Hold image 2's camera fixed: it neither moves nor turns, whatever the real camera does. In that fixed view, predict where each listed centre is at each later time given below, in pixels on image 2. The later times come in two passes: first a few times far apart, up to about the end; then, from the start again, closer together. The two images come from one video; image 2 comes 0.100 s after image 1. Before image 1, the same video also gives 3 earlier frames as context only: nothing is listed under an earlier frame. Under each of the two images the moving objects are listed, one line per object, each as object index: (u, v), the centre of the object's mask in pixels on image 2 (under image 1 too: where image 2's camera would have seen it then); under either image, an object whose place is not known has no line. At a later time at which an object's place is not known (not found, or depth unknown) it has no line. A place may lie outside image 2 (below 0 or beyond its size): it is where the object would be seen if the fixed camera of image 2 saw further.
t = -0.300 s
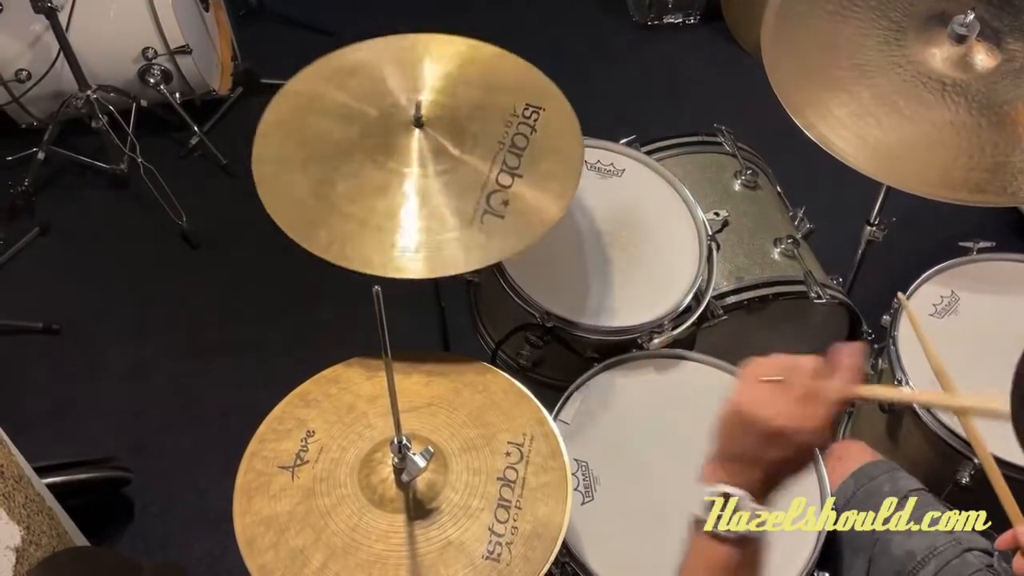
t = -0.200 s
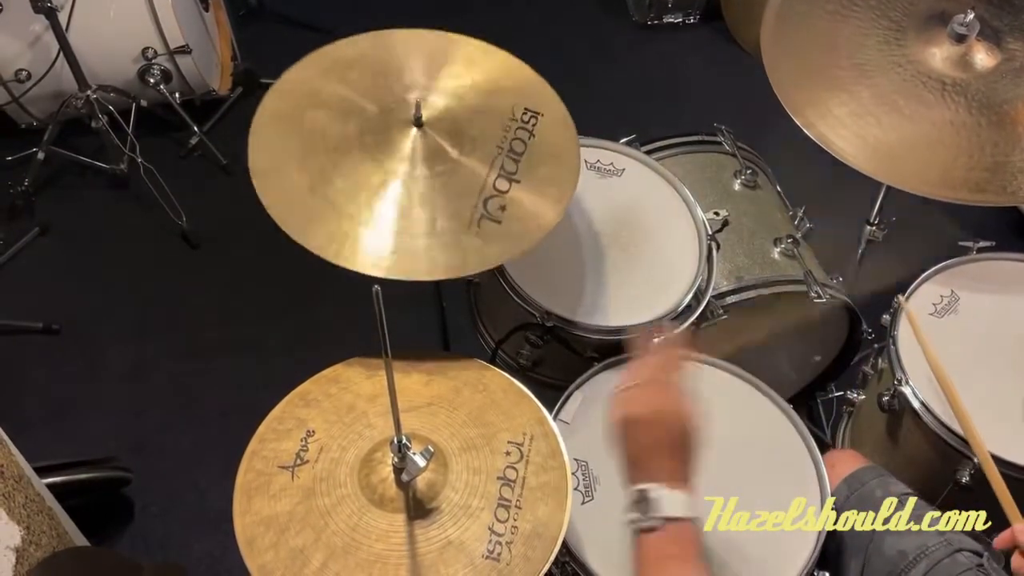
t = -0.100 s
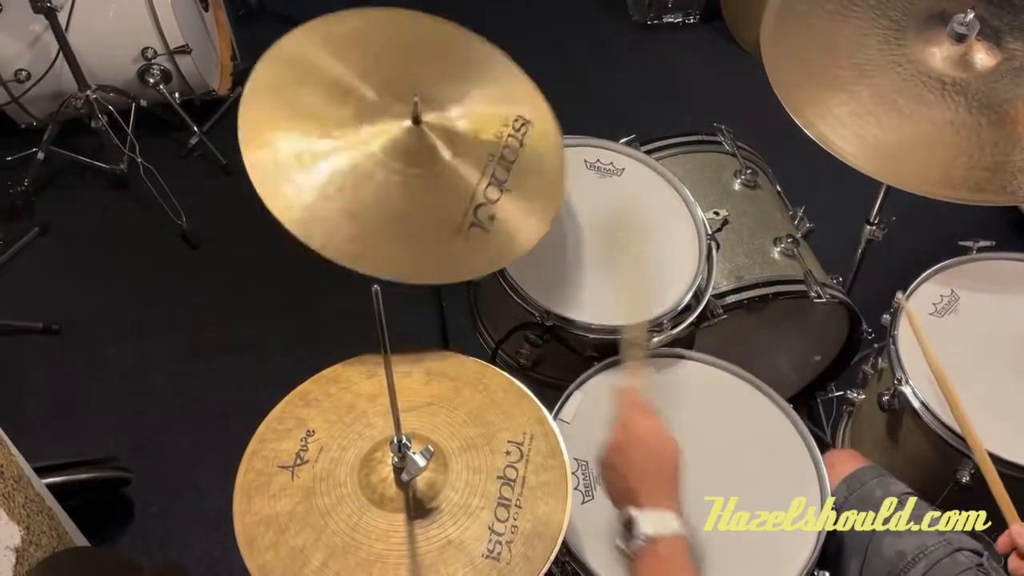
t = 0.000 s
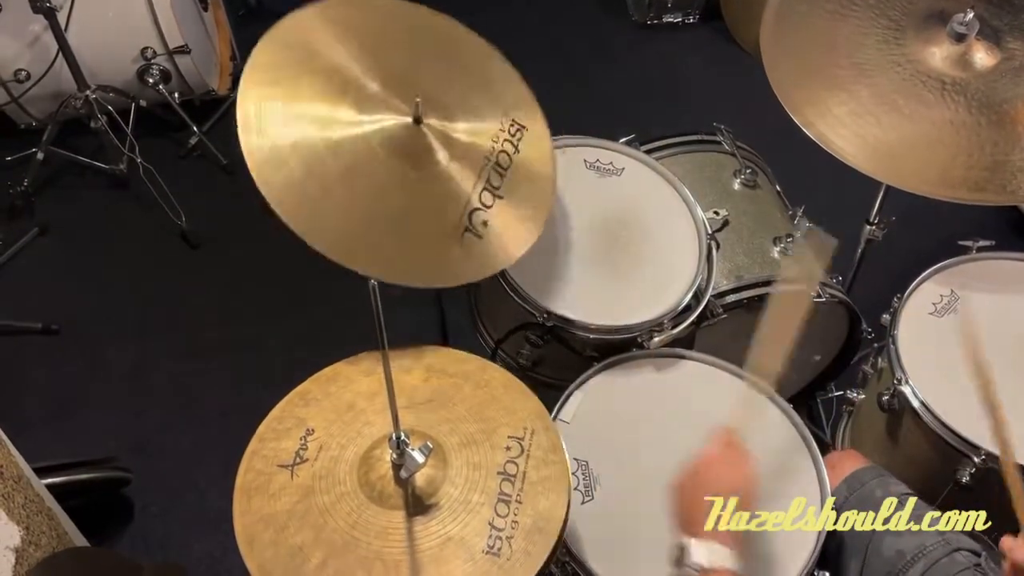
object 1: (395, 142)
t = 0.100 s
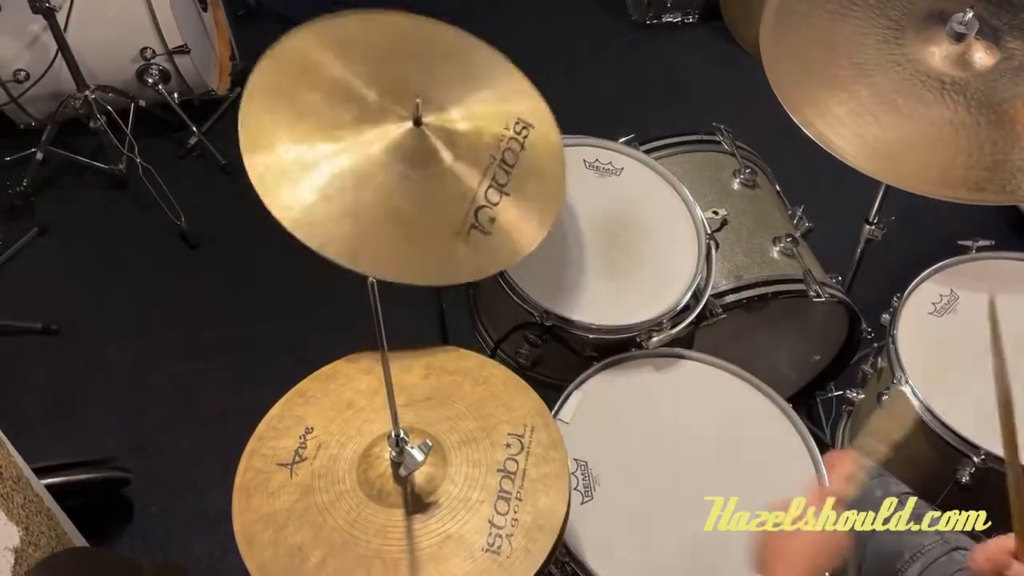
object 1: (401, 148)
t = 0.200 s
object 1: (415, 154)
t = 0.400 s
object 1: (426, 155)
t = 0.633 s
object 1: (403, 147)
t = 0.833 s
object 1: (413, 155)
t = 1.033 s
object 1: (421, 156)
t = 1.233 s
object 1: (408, 150)
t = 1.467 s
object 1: (416, 155)
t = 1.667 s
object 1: (414, 155)
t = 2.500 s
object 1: (412, 155)
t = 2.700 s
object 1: (412, 155)
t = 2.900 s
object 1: (412, 155)
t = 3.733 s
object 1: (412, 155)
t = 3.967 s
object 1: (412, 155)
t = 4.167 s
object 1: (412, 155)
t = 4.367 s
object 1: (412, 155)
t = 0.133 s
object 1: (406, 151)
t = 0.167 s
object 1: (410, 154)
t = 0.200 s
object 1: (415, 154)
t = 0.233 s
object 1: (420, 154)
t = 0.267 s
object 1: (424, 154)
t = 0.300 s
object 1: (427, 155)
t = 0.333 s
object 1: (428, 155)
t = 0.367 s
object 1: (428, 155)
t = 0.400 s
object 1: (426, 155)
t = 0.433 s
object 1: (423, 155)
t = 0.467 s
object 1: (419, 155)
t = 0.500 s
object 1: (415, 155)
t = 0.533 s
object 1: (411, 154)
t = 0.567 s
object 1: (407, 152)
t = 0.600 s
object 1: (404, 149)
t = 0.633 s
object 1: (403, 147)
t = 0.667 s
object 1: (402, 147)
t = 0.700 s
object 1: (403, 147)
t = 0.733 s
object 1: (404, 148)
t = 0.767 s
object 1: (406, 150)
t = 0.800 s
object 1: (410, 153)
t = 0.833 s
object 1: (413, 155)
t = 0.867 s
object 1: (417, 155)
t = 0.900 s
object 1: (420, 156)
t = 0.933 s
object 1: (422, 156)
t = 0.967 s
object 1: (422, 156)
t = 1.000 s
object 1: (422, 156)
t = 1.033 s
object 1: (421, 156)
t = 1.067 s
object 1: (419, 156)
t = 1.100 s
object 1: (417, 156)
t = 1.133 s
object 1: (414, 155)
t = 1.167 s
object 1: (412, 154)
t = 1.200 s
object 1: (410, 152)
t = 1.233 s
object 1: (408, 150)
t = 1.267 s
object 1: (407, 150)
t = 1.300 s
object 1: (407, 150)
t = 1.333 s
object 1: (408, 151)
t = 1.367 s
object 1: (409, 152)
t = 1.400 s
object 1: (411, 154)
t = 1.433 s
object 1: (414, 155)
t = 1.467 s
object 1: (416, 155)
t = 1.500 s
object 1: (417, 156)
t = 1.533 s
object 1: (418, 156)
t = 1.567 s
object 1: (418, 156)
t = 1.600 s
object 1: (417, 156)
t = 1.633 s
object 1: (416, 155)
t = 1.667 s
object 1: (414, 155)
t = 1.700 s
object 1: (412, 154)
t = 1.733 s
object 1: (410, 153)
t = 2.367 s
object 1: (413, 155)
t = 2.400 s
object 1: (413, 155)
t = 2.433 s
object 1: (413, 155)
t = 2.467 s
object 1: (413, 155)
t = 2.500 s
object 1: (412, 155)
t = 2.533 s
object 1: (412, 154)
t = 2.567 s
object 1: (411, 154)
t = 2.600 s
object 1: (411, 155)
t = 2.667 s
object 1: (411, 155)
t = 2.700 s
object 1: (412, 155)
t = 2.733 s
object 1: (412, 155)
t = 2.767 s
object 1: (412, 155)
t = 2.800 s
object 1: (412, 155)
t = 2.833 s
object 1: (412, 155)
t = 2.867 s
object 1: (412, 155)
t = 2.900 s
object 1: (412, 155)
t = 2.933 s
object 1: (412, 155)
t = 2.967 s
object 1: (412, 155)
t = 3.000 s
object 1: (412, 155)
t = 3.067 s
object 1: (412, 155)
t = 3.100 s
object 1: (412, 155)
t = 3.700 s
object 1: (412, 155)
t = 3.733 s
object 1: (412, 155)
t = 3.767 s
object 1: (412, 155)
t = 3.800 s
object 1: (412, 155)
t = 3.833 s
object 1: (412, 155)
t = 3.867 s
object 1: (412, 155)
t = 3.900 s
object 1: (412, 155)
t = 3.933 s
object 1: (412, 155)
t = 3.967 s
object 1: (412, 155)
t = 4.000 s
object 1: (412, 155)
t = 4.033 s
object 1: (412, 155)
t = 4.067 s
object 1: (412, 155)
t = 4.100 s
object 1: (412, 155)
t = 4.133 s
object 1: (412, 155)
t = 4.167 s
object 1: (412, 155)
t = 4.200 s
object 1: (412, 155)
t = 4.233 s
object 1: (412, 155)
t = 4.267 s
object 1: (412, 155)
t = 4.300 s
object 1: (412, 155)
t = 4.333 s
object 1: (412, 155)
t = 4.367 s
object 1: (412, 155)
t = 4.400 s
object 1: (412, 155)
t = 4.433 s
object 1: (412, 155)
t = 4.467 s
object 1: (412, 155)
